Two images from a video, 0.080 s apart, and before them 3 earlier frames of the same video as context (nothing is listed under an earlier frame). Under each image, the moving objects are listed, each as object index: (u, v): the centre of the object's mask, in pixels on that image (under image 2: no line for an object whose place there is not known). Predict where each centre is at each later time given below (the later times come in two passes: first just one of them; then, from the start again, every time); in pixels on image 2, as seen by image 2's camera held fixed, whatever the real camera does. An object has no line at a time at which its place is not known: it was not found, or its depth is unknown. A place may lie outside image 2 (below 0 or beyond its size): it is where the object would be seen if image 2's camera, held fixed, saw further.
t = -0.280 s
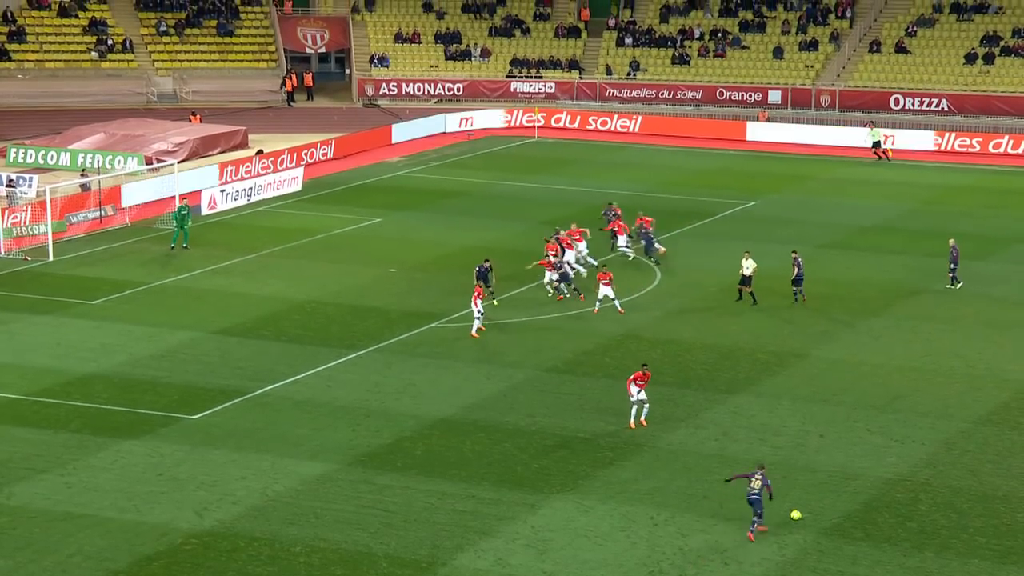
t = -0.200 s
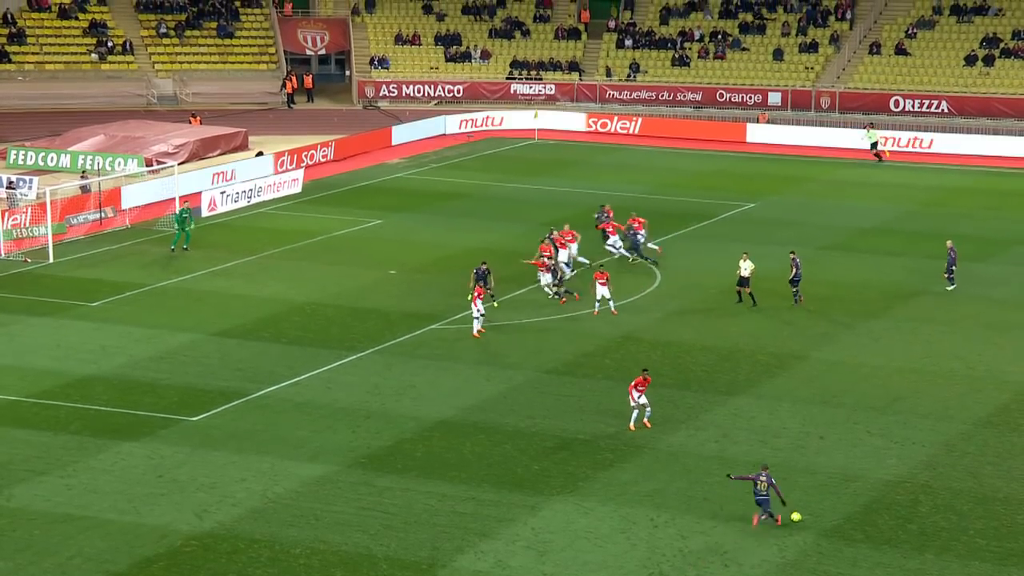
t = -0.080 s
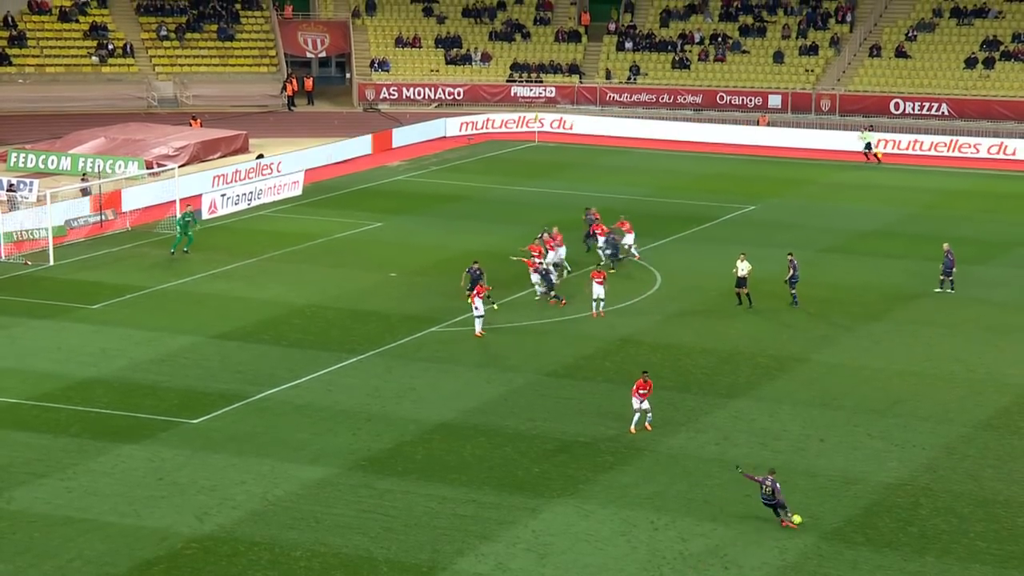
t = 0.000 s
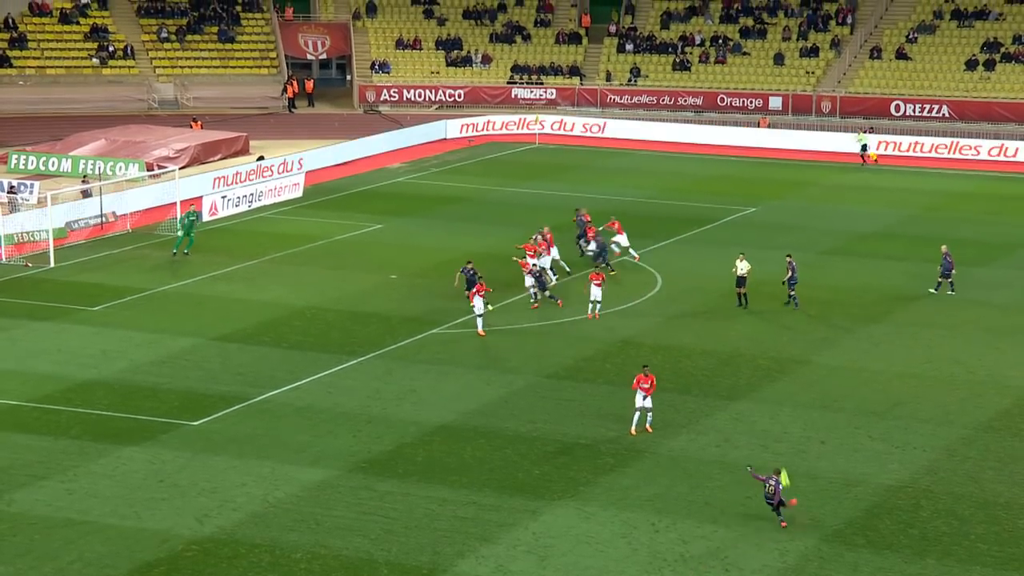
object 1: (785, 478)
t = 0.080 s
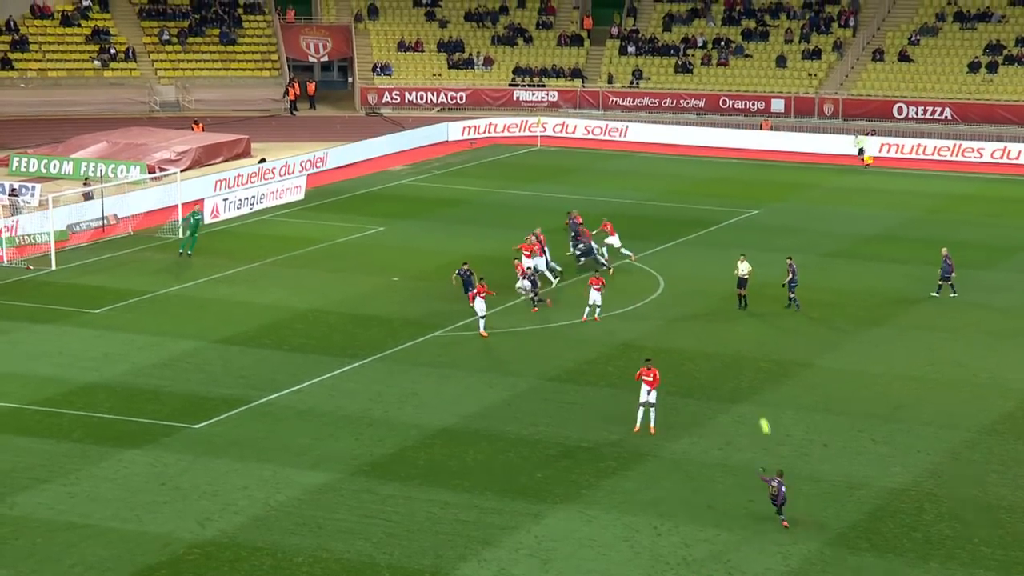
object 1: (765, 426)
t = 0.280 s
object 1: (710, 321)
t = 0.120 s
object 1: (754, 402)
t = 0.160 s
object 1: (743, 379)
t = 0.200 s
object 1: (732, 358)
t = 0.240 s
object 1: (721, 339)
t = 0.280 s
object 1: (710, 321)
